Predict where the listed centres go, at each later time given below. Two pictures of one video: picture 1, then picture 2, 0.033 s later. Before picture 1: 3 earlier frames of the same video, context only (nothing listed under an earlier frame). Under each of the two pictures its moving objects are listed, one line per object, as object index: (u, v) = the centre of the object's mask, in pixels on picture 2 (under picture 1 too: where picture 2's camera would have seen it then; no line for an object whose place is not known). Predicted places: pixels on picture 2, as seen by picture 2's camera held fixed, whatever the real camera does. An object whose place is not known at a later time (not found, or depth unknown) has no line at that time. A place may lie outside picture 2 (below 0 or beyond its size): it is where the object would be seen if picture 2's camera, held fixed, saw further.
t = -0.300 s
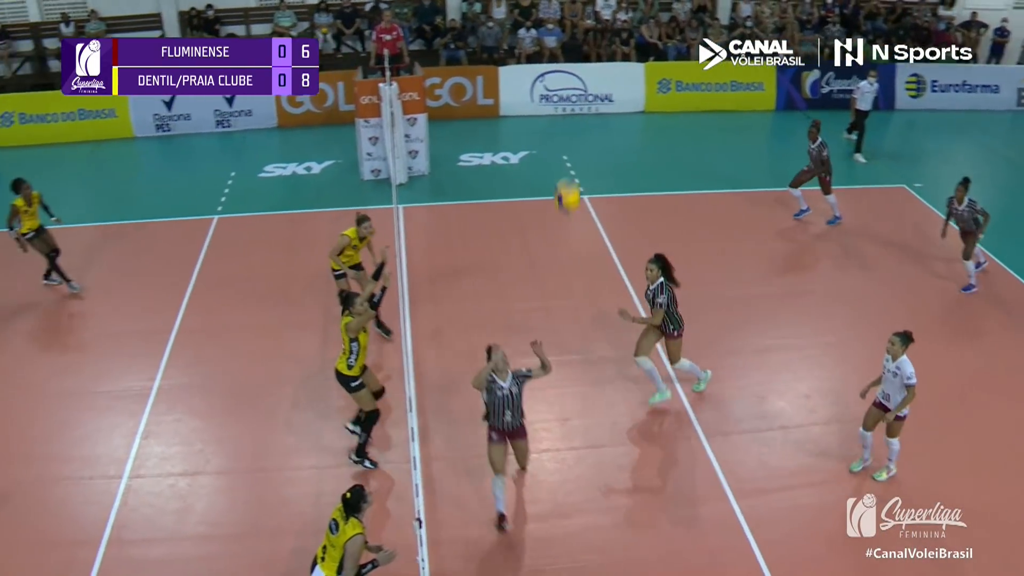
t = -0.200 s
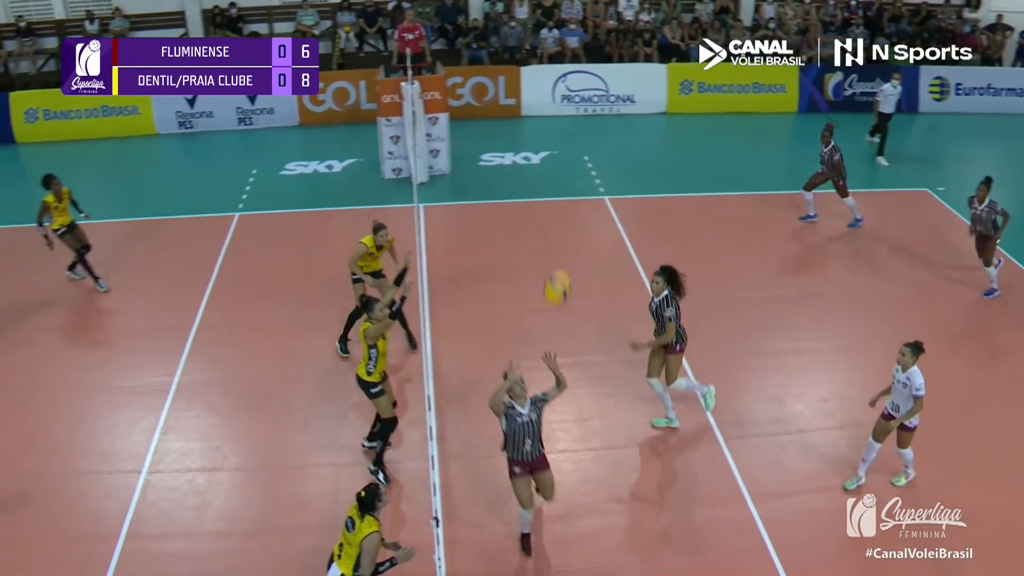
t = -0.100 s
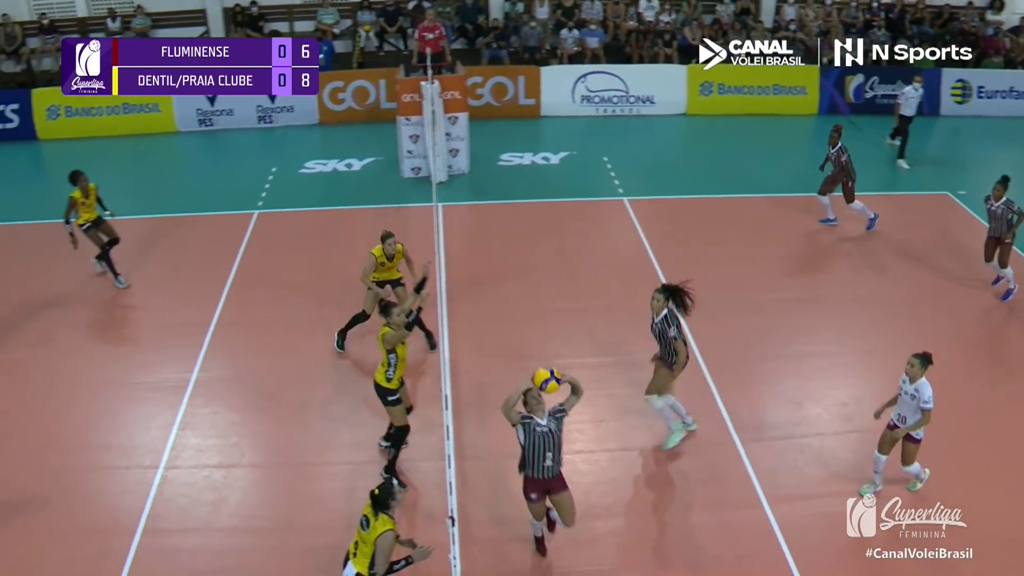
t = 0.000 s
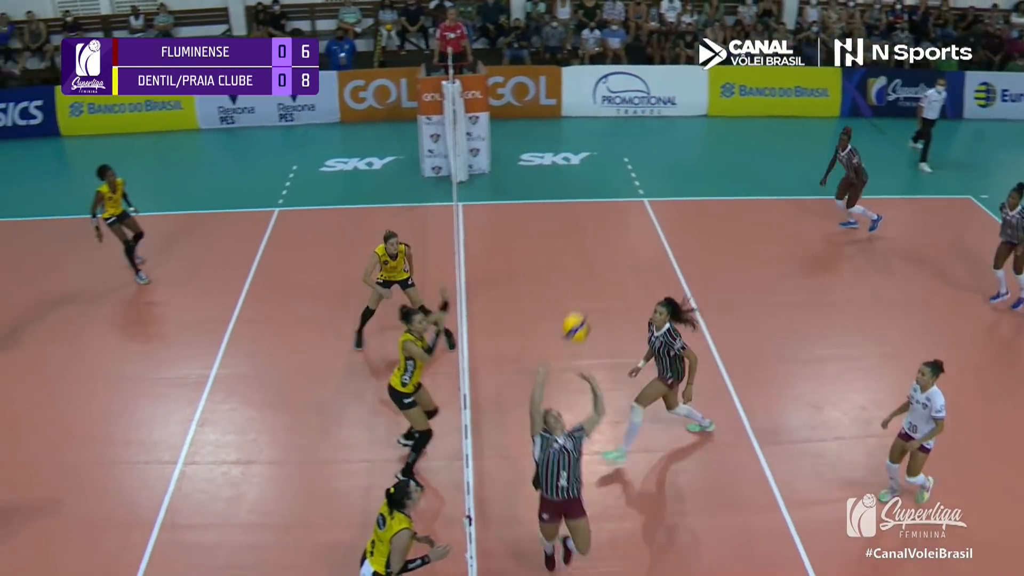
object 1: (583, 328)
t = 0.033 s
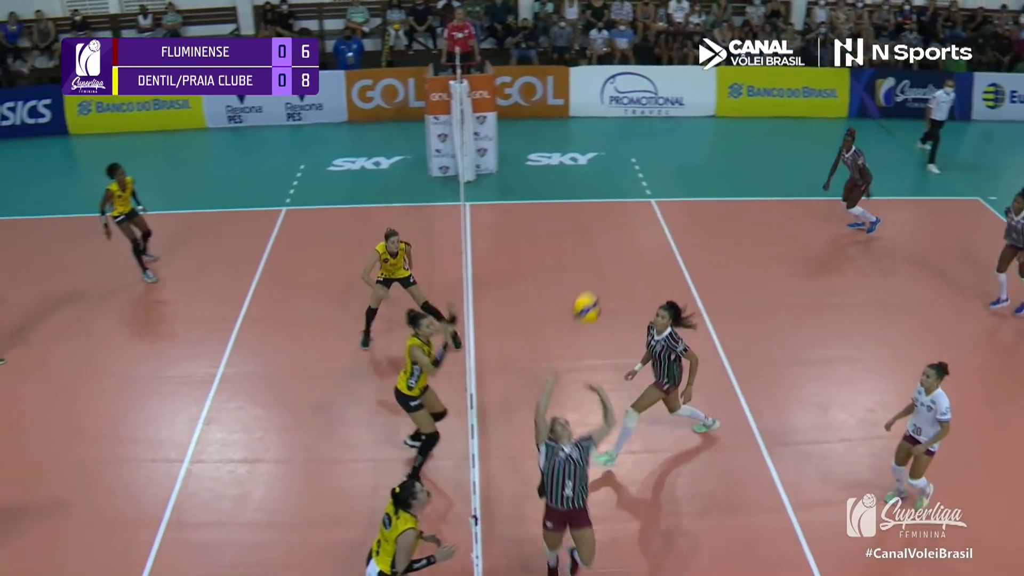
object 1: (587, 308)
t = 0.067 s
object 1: (590, 289)
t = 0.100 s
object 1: (595, 271)
